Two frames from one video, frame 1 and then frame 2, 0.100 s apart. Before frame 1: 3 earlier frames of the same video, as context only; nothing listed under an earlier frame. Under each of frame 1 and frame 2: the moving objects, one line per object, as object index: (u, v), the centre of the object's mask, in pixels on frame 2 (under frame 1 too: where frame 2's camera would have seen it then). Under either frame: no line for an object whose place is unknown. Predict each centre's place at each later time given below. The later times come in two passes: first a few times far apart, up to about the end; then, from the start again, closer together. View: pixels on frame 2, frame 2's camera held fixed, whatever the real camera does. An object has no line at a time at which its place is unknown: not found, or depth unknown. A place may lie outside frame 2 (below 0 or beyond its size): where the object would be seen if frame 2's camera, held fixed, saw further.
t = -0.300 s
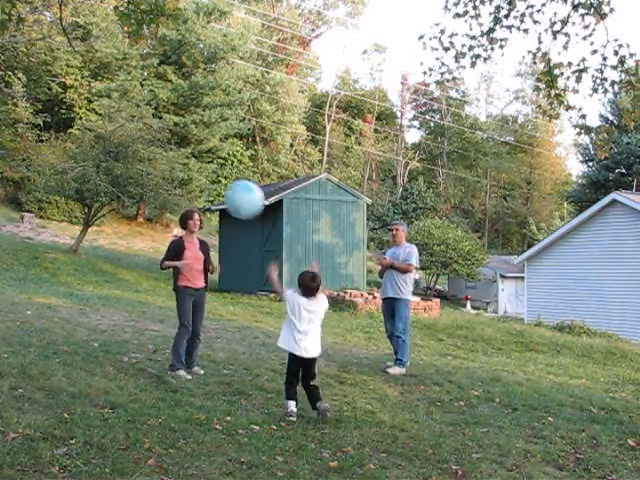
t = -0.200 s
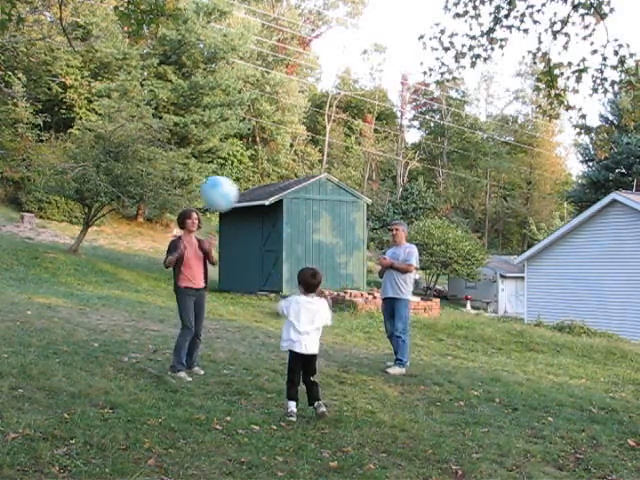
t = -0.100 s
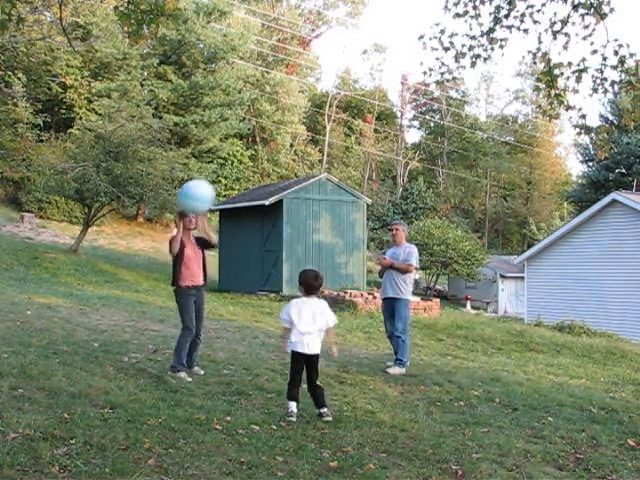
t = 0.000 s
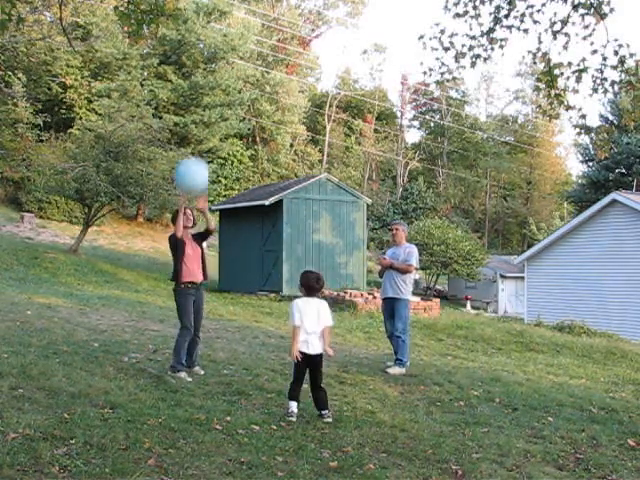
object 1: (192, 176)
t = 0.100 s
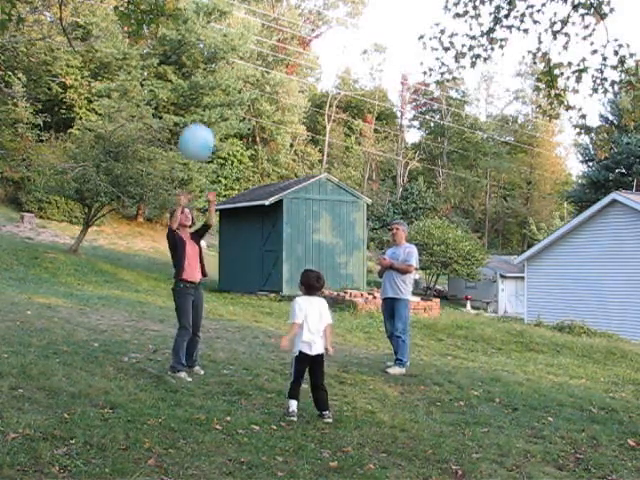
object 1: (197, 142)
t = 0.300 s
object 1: (205, 102)
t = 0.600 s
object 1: (218, 110)
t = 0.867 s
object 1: (229, 192)
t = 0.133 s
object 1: (198, 133)
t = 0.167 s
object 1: (199, 125)
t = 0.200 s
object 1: (201, 117)
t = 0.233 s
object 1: (202, 111)
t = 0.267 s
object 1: (203, 106)
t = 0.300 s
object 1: (205, 102)
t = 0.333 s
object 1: (206, 99)
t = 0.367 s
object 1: (208, 97)
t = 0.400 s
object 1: (209, 96)
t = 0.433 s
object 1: (211, 96)
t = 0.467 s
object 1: (212, 97)
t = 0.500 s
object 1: (213, 99)
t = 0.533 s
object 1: (215, 102)
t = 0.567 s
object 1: (216, 105)
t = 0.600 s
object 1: (218, 110)
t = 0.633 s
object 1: (219, 117)
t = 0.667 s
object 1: (220, 124)
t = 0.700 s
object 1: (222, 132)
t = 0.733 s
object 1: (224, 141)
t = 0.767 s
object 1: (225, 153)
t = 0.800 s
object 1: (227, 164)
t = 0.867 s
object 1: (229, 192)
